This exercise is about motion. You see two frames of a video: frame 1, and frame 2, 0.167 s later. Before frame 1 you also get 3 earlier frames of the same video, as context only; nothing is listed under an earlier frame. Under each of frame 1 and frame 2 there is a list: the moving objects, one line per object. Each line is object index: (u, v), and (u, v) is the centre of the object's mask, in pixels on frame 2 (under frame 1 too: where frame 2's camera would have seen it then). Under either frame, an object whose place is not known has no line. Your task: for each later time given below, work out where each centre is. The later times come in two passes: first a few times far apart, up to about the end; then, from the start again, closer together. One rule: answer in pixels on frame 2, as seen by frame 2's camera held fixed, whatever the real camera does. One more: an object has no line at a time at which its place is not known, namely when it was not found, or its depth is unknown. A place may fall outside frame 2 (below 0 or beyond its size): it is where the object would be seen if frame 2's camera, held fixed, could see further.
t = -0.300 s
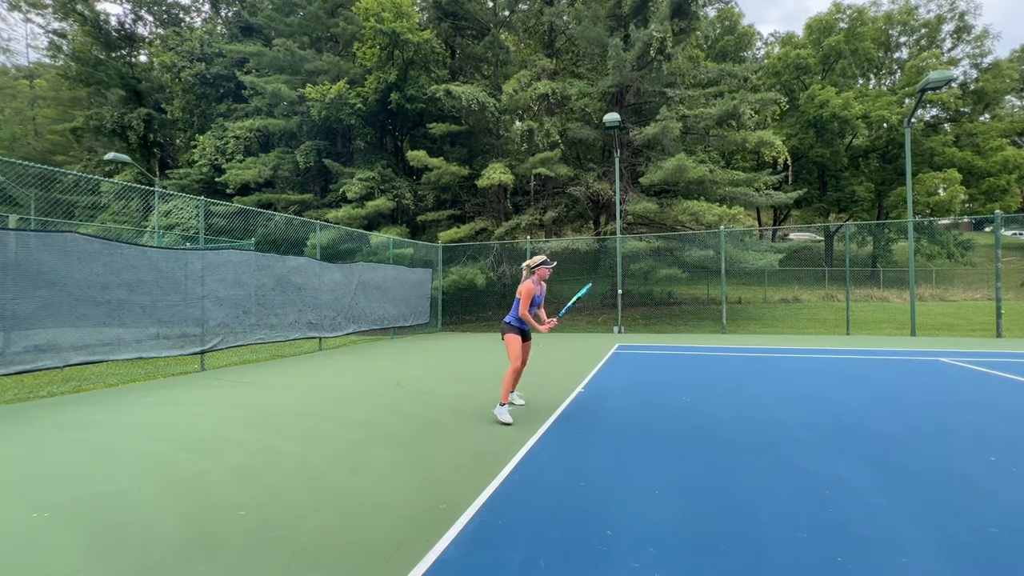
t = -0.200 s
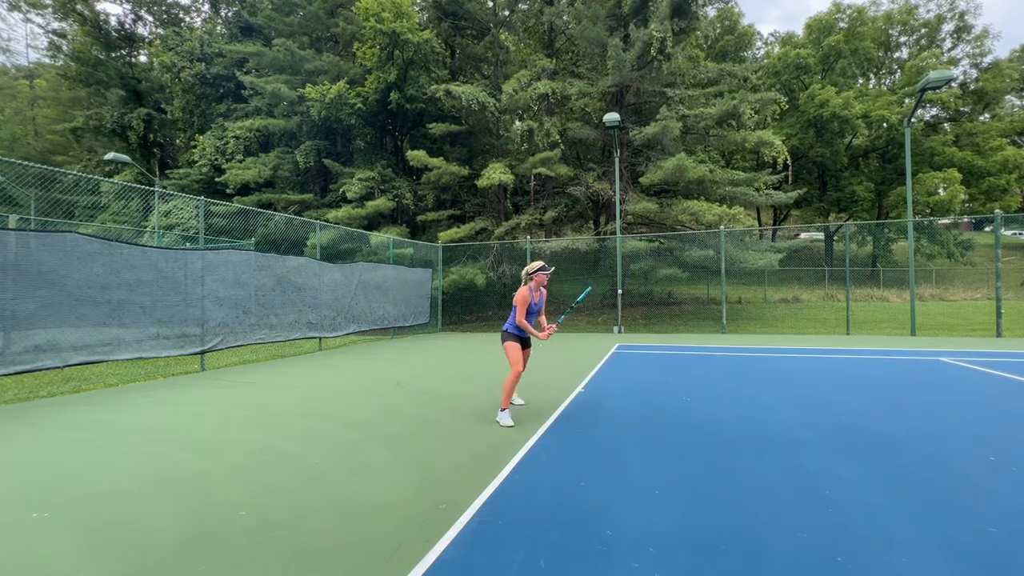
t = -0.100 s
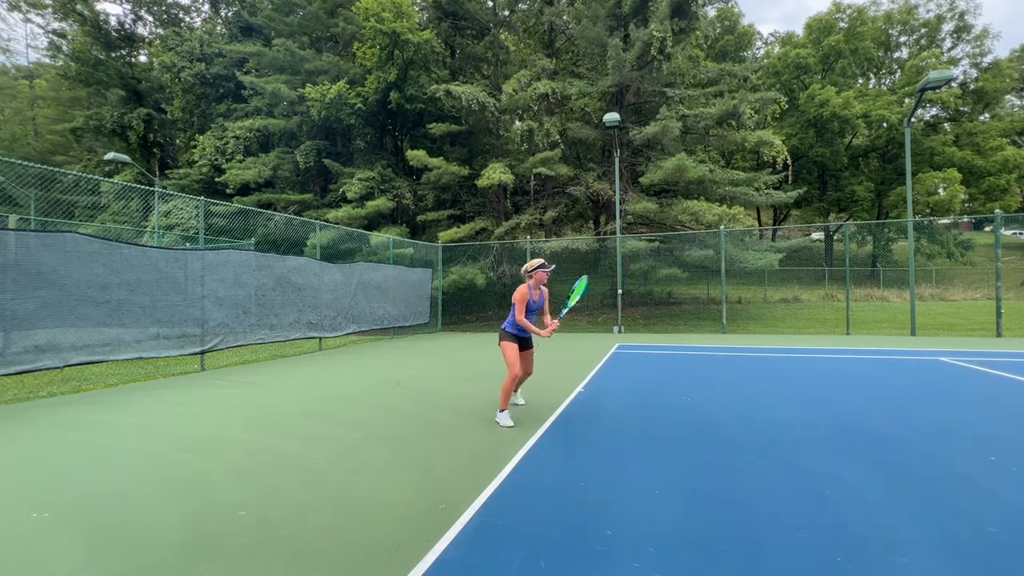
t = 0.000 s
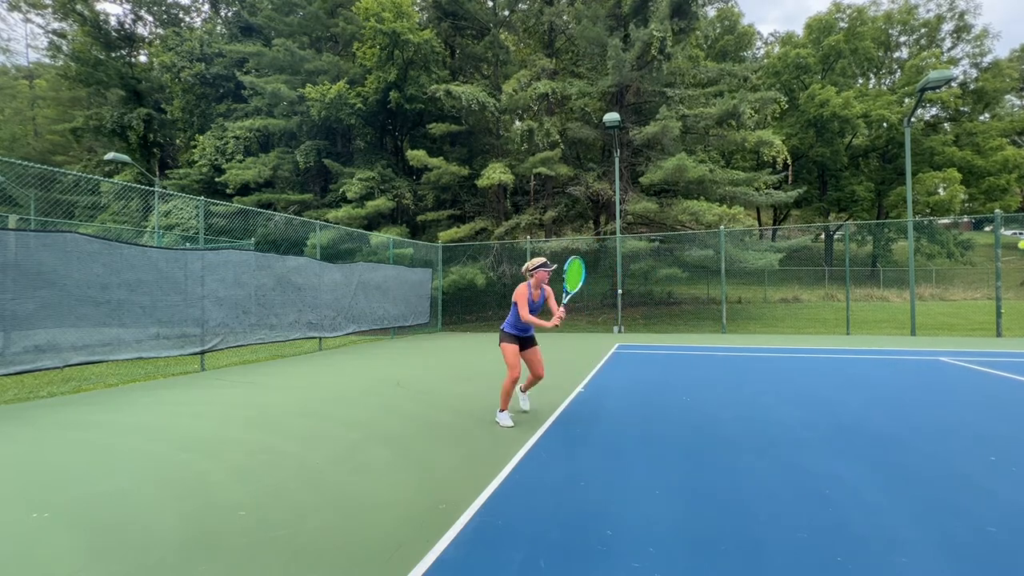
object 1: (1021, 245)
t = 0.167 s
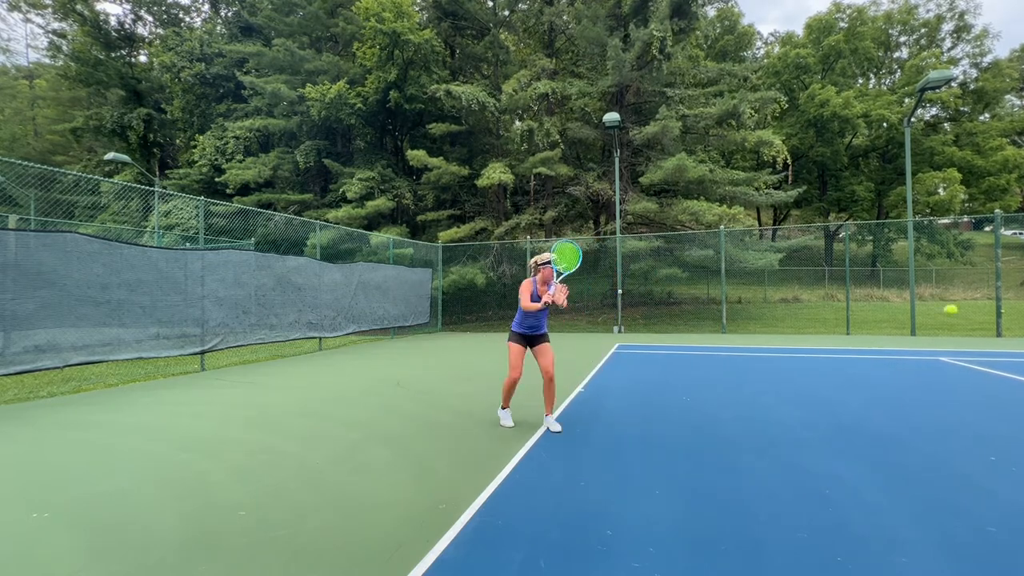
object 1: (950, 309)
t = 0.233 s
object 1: (919, 349)
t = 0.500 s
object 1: (801, 409)
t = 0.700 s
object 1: (728, 331)
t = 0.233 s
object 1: (919, 349)
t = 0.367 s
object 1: (852, 453)
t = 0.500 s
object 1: (801, 409)
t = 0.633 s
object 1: (753, 351)
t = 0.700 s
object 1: (728, 331)
